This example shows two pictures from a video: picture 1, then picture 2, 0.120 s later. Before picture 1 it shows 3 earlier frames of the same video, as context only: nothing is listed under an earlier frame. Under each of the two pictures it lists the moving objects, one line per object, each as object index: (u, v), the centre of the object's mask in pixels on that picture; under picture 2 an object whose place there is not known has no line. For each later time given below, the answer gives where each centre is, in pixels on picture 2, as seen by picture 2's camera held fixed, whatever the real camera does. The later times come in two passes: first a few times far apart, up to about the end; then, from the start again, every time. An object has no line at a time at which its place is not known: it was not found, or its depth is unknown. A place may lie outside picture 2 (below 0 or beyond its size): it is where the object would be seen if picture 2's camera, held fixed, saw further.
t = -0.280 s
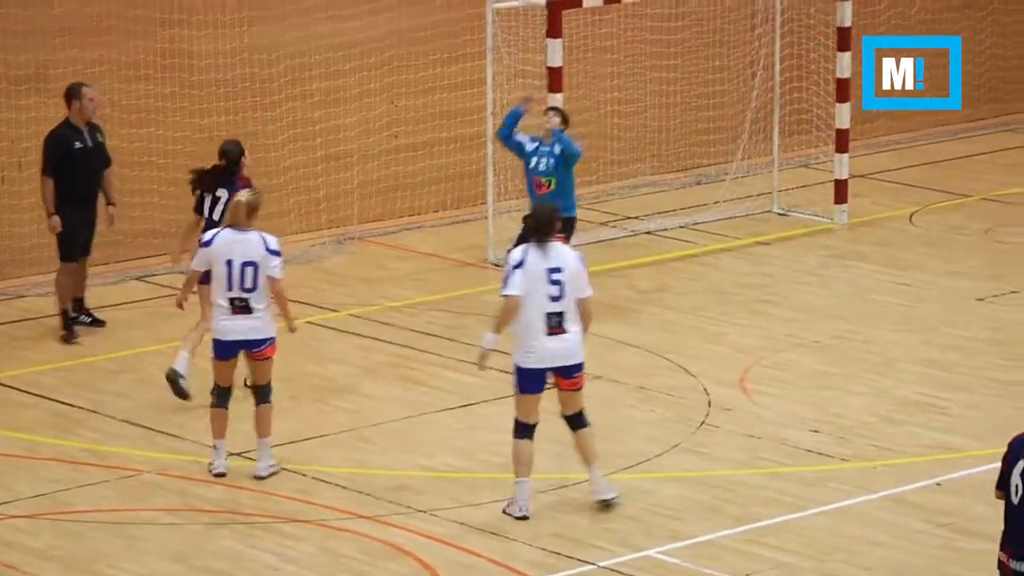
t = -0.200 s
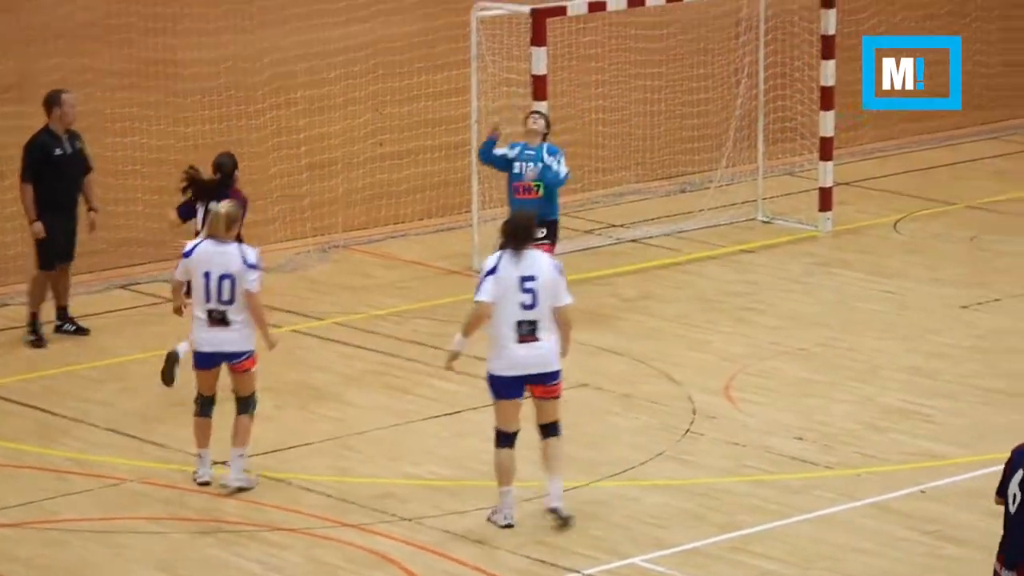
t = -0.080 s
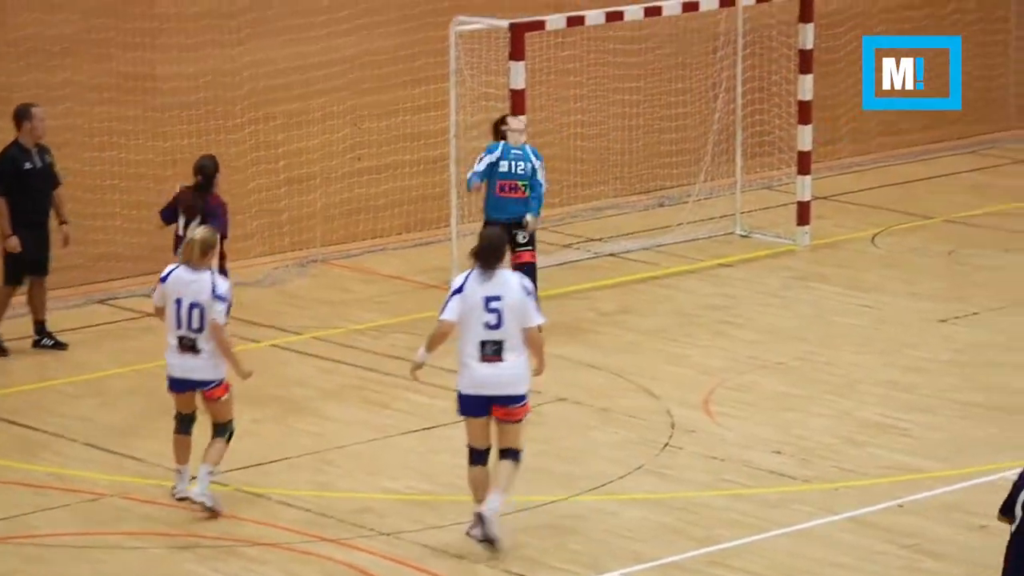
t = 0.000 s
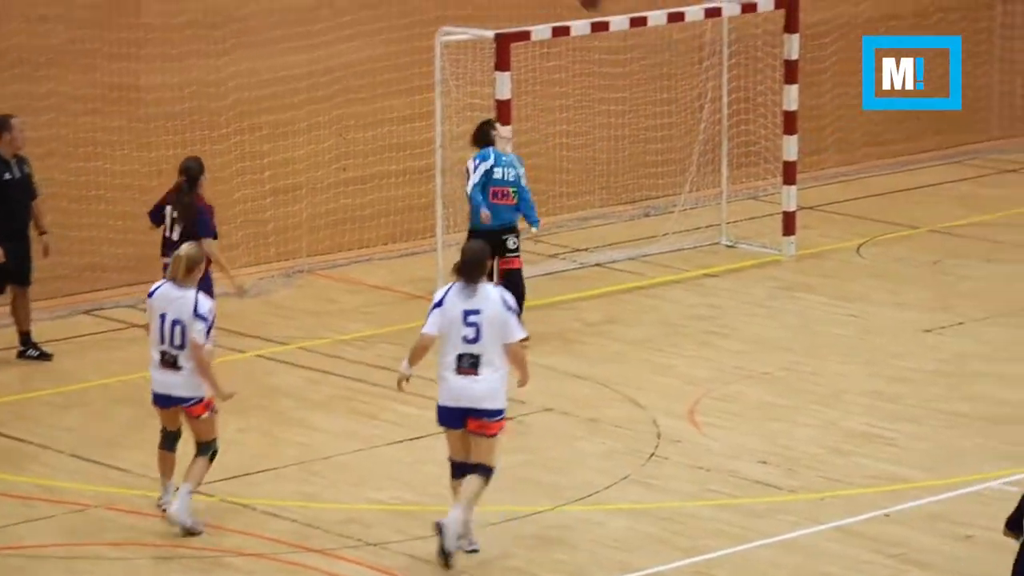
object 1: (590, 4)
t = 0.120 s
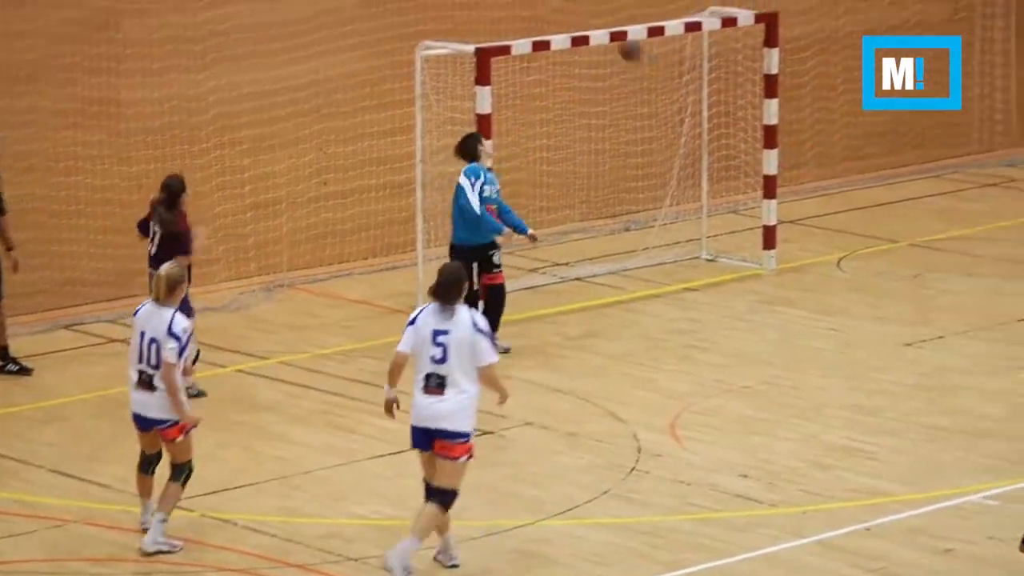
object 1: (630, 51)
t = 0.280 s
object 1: (701, 123)
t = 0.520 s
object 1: (733, 238)
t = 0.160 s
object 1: (648, 65)
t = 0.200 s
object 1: (665, 83)
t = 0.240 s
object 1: (683, 102)
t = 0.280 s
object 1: (701, 123)
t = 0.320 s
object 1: (718, 144)
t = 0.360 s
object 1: (735, 168)
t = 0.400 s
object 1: (749, 193)
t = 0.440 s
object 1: (753, 213)
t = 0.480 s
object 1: (747, 227)
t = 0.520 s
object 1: (733, 238)
